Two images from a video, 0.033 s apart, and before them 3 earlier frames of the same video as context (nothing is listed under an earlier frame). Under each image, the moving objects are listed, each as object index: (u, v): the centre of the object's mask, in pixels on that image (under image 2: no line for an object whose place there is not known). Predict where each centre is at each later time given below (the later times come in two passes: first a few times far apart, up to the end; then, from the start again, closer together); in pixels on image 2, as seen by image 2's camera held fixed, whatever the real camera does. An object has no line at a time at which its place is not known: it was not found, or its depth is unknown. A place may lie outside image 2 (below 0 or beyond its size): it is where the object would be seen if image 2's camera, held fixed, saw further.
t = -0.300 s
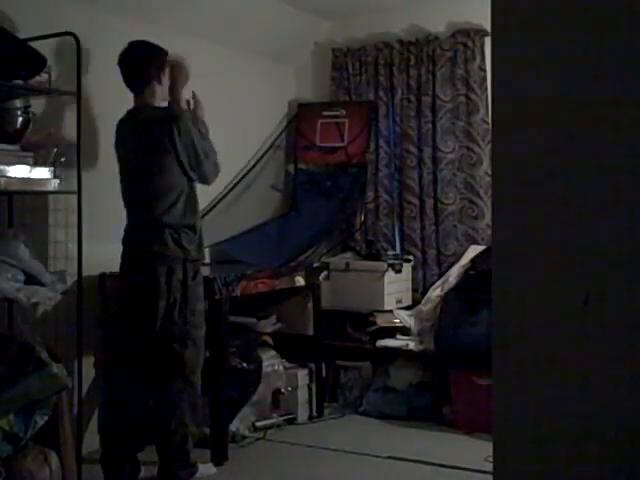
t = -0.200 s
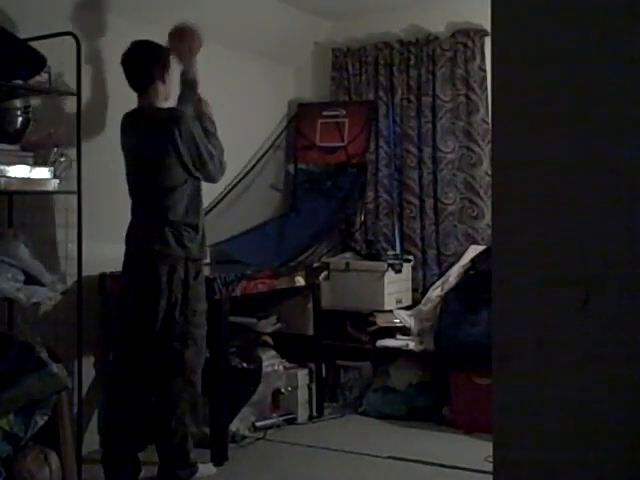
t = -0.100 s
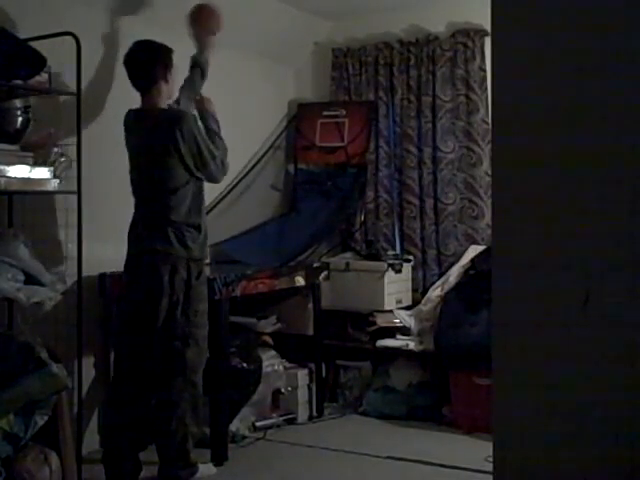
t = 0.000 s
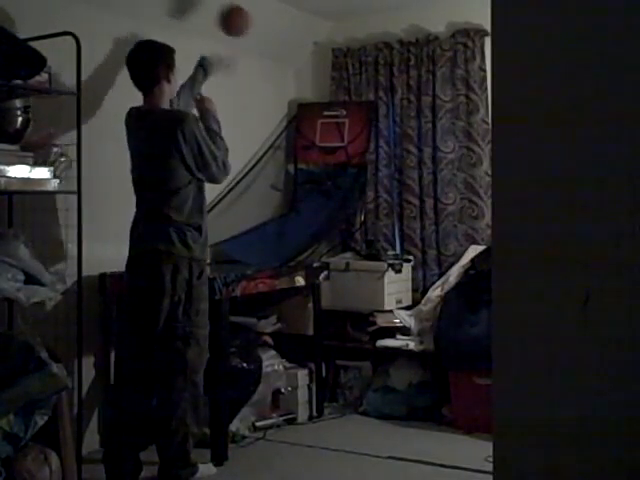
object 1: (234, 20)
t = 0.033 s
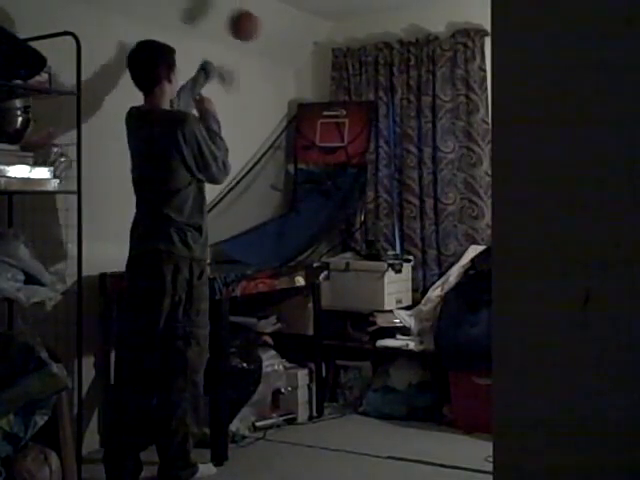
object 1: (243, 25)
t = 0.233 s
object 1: (291, 90)
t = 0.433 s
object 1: (323, 169)
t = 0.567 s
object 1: (322, 200)
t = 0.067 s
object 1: (252, 32)
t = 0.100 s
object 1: (261, 40)
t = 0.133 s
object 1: (269, 50)
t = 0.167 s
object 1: (277, 61)
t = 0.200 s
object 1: (285, 75)
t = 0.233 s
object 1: (291, 90)
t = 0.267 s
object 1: (299, 105)
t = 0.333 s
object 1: (308, 135)
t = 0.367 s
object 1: (317, 152)
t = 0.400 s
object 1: (322, 162)
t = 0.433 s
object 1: (323, 169)
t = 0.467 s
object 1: (323, 173)
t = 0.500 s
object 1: (324, 181)
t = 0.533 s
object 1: (323, 192)
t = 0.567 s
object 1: (322, 200)
